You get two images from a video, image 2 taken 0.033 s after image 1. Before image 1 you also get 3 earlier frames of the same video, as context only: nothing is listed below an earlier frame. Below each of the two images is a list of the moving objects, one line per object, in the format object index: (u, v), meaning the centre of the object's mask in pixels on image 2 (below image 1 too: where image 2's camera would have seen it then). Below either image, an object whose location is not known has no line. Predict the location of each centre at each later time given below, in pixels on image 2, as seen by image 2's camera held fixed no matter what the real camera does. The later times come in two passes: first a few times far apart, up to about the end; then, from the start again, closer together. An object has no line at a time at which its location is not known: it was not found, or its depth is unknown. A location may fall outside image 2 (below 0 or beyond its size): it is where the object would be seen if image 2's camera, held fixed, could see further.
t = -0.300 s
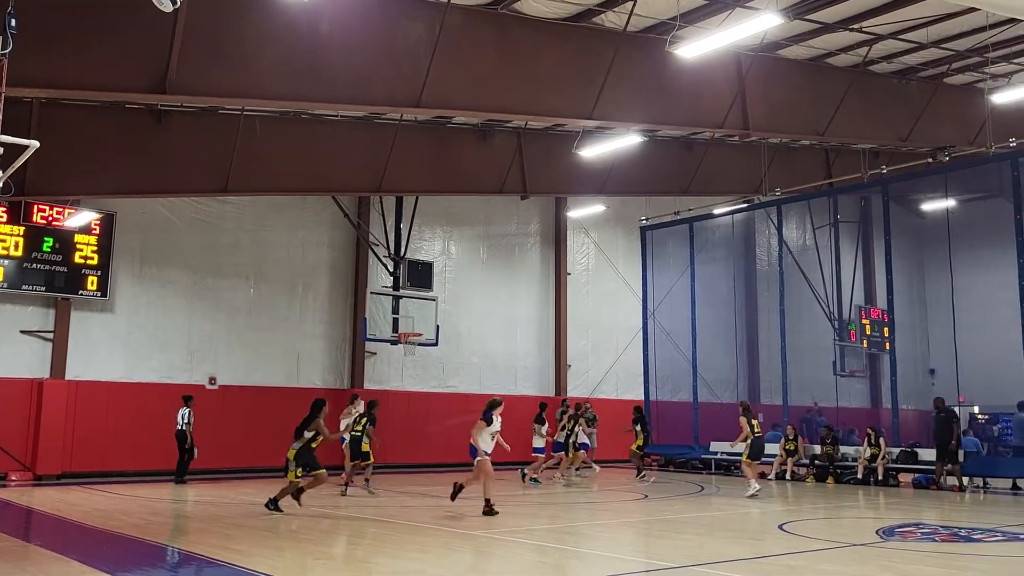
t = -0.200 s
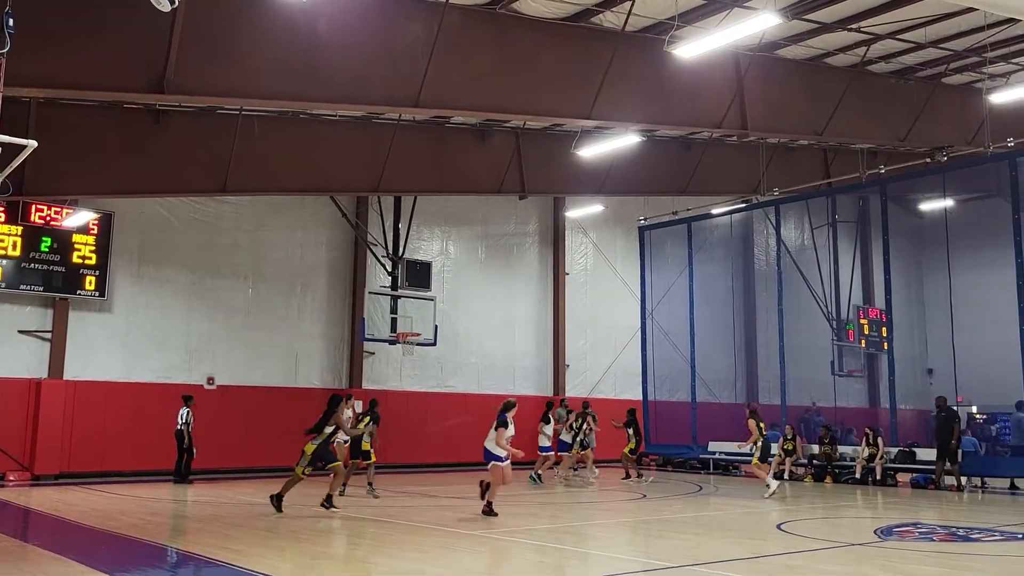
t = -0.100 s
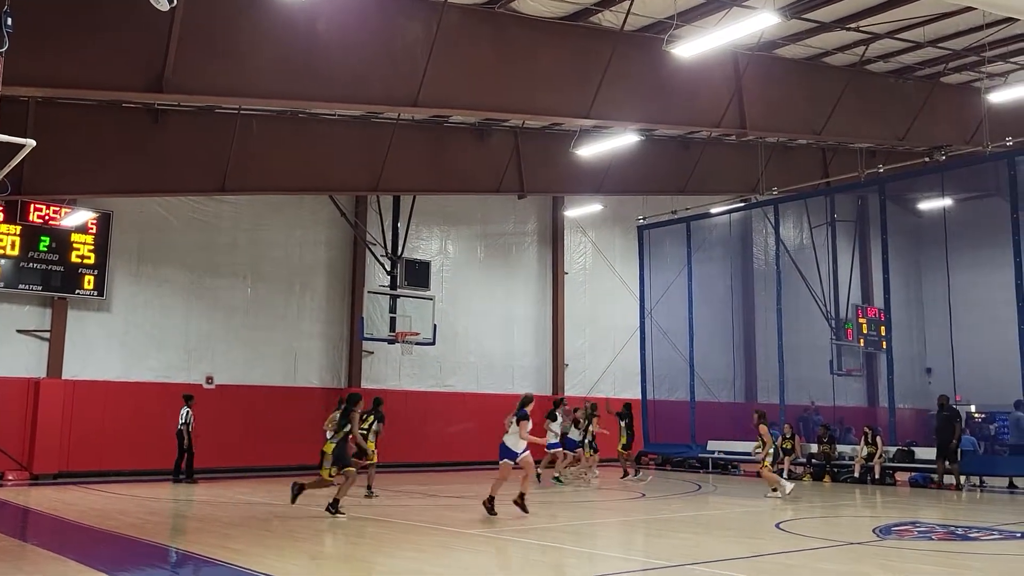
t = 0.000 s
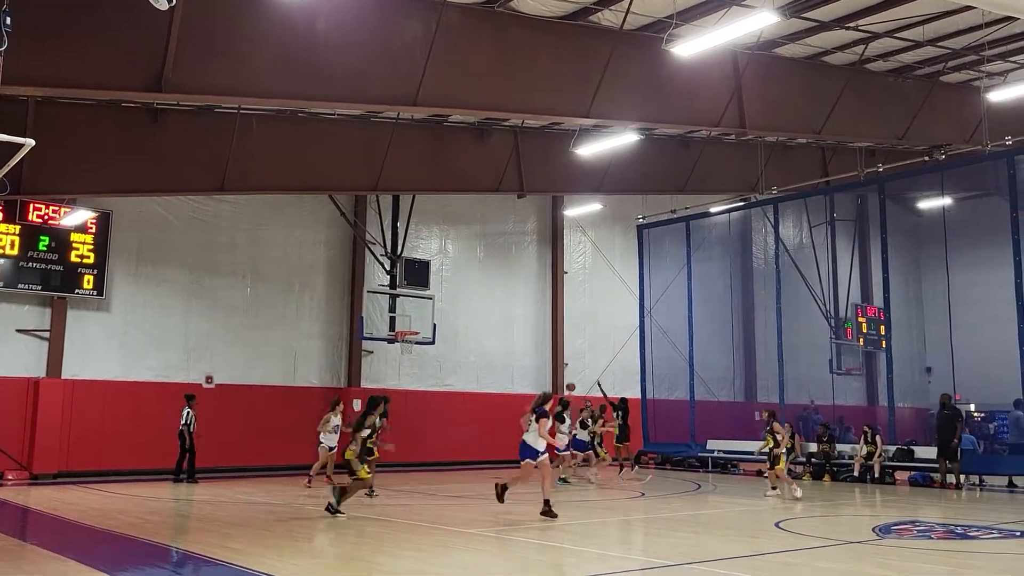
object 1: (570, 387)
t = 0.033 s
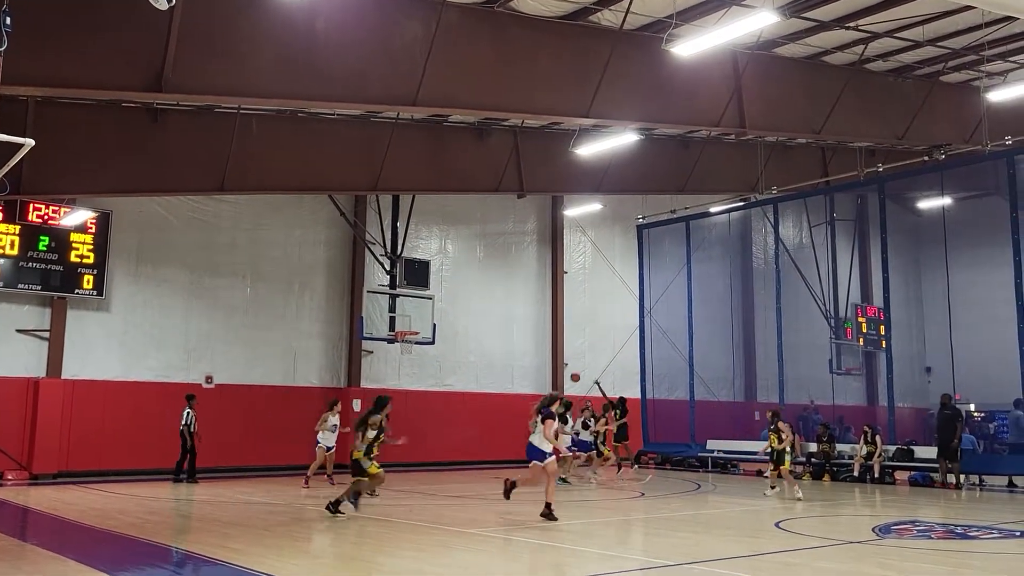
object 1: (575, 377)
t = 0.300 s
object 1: (619, 307)
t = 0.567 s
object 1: (674, 251)
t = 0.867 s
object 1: (758, 217)
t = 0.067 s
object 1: (580, 368)
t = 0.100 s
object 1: (585, 359)
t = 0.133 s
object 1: (590, 350)
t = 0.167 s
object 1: (596, 341)
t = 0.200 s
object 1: (601, 332)
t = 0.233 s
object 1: (607, 324)
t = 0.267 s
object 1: (613, 315)
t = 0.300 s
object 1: (619, 307)
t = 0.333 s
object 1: (625, 299)
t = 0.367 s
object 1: (631, 292)
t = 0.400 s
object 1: (637, 284)
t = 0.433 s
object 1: (644, 277)
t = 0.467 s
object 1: (651, 270)
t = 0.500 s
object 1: (658, 263)
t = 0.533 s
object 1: (665, 257)
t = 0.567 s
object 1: (674, 251)
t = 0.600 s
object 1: (682, 246)
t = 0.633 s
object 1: (690, 241)
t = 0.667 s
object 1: (698, 236)
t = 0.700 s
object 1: (707, 232)
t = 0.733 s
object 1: (716, 228)
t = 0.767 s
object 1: (725, 224)
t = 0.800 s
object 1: (736, 221)
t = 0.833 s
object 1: (746, 219)
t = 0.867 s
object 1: (758, 217)
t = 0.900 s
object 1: (770, 215)
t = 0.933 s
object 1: (783, 214)
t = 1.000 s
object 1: (811, 215)
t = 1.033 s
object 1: (827, 217)
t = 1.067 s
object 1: (843, 219)
